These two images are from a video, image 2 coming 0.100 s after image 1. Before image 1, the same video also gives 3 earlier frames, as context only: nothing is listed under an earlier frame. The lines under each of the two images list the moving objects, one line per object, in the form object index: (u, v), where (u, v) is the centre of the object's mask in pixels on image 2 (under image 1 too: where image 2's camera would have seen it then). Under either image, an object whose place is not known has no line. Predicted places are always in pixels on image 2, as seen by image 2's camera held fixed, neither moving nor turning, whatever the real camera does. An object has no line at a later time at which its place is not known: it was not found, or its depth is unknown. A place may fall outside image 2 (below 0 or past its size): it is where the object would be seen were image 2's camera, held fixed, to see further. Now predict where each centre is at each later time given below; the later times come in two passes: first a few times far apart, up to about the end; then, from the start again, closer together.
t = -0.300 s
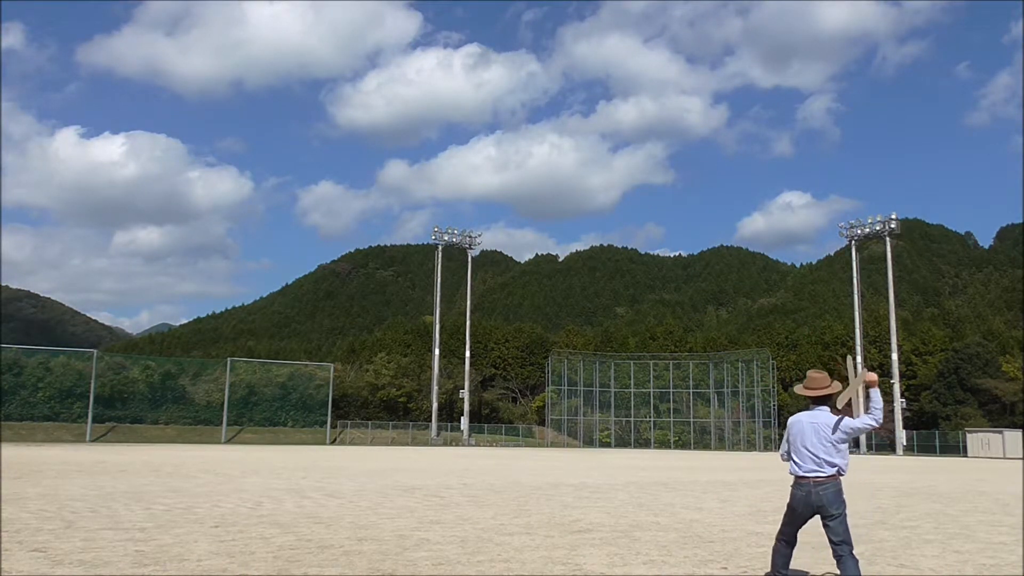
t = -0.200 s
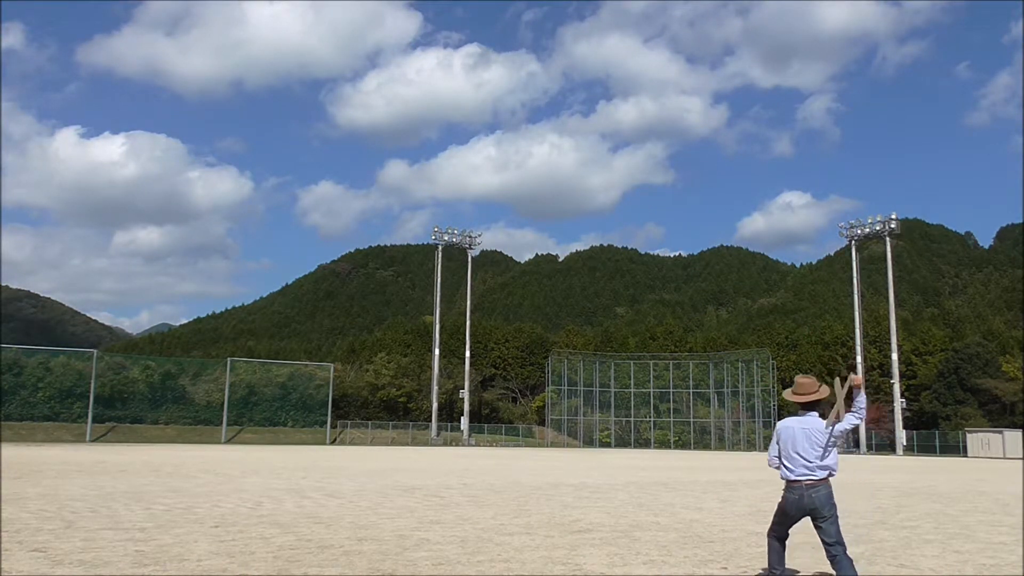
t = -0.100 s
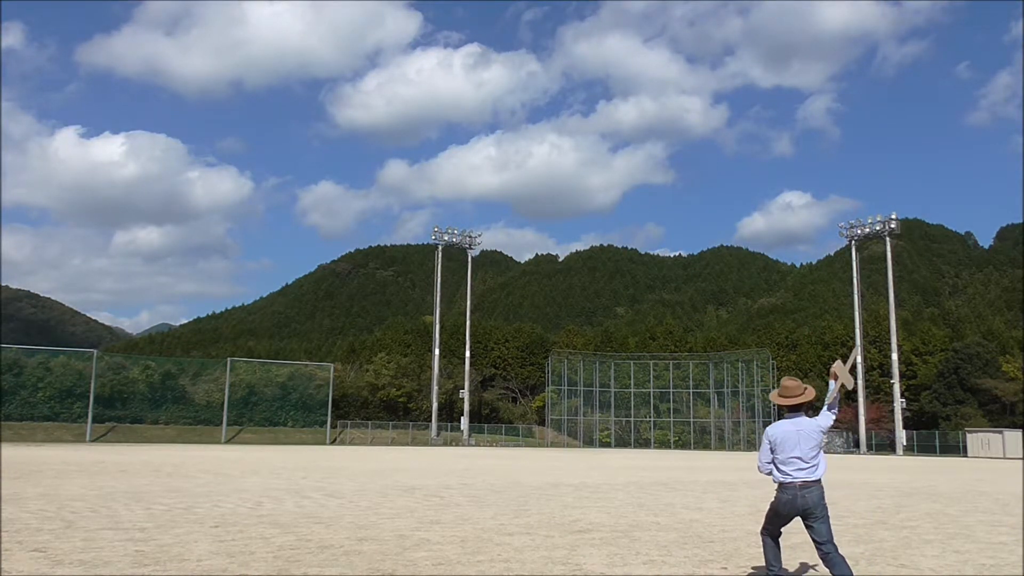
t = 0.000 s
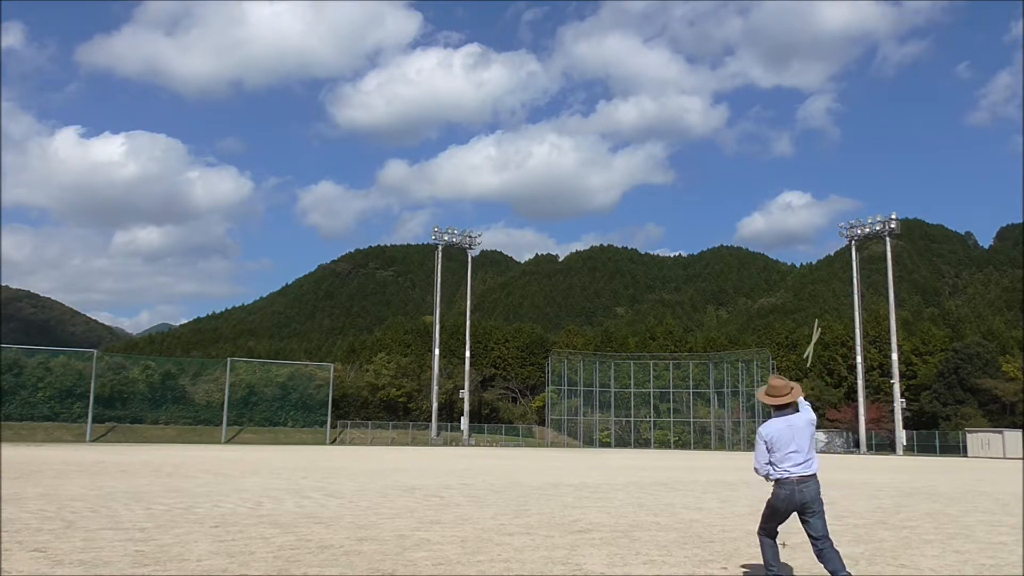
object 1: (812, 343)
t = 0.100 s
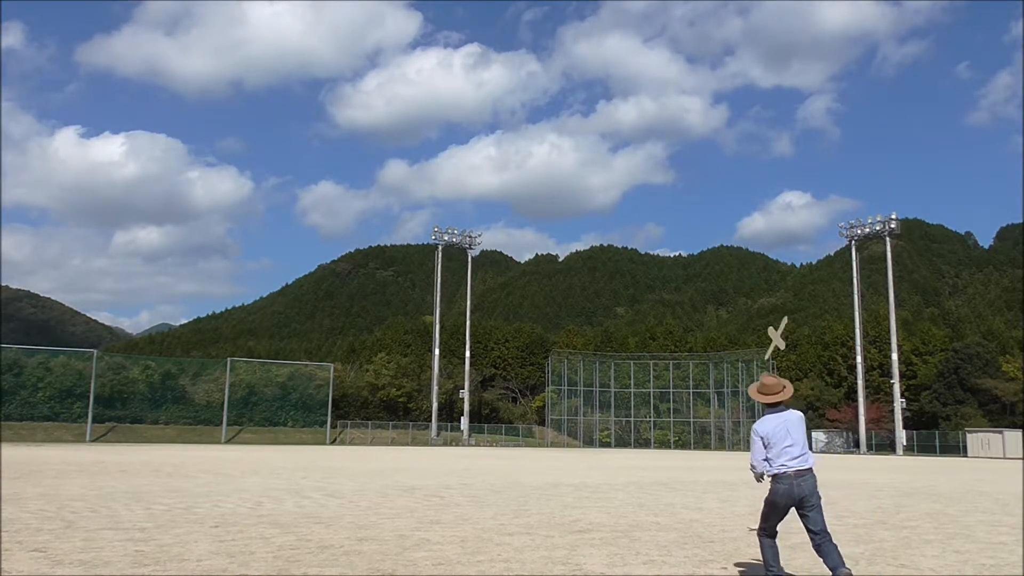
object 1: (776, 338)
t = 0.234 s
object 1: (686, 330)
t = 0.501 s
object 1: (493, 271)
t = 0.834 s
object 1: (477, 145)
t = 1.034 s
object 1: (569, 88)
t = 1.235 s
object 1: (694, 69)
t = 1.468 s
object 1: (829, 98)
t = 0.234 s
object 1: (686, 330)
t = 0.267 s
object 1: (658, 326)
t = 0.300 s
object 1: (631, 321)
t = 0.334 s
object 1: (604, 315)
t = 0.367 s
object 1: (578, 308)
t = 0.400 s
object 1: (553, 300)
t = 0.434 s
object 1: (531, 291)
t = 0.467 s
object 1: (511, 282)
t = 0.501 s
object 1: (493, 271)
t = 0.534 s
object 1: (479, 261)
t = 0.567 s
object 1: (467, 251)
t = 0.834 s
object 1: (477, 145)
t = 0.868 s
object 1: (488, 132)
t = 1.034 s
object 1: (569, 88)
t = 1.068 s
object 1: (588, 81)
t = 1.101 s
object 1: (608, 77)
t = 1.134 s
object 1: (629, 73)
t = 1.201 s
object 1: (672, 70)
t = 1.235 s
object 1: (694, 69)
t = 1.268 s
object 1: (716, 71)
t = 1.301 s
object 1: (738, 73)
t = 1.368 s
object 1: (779, 81)
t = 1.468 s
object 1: (829, 98)
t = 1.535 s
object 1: (852, 111)
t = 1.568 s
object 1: (862, 116)
